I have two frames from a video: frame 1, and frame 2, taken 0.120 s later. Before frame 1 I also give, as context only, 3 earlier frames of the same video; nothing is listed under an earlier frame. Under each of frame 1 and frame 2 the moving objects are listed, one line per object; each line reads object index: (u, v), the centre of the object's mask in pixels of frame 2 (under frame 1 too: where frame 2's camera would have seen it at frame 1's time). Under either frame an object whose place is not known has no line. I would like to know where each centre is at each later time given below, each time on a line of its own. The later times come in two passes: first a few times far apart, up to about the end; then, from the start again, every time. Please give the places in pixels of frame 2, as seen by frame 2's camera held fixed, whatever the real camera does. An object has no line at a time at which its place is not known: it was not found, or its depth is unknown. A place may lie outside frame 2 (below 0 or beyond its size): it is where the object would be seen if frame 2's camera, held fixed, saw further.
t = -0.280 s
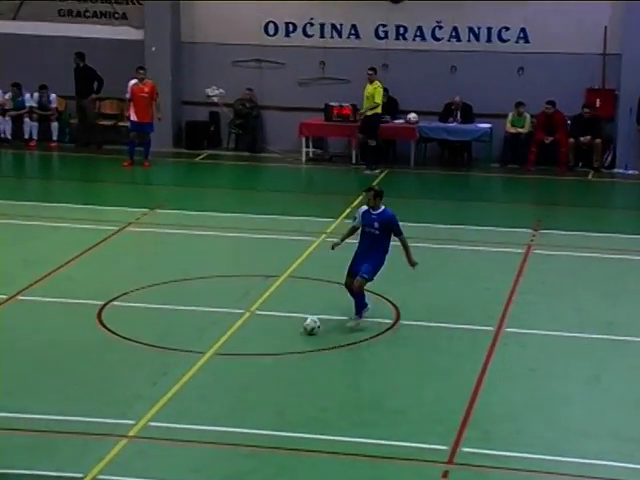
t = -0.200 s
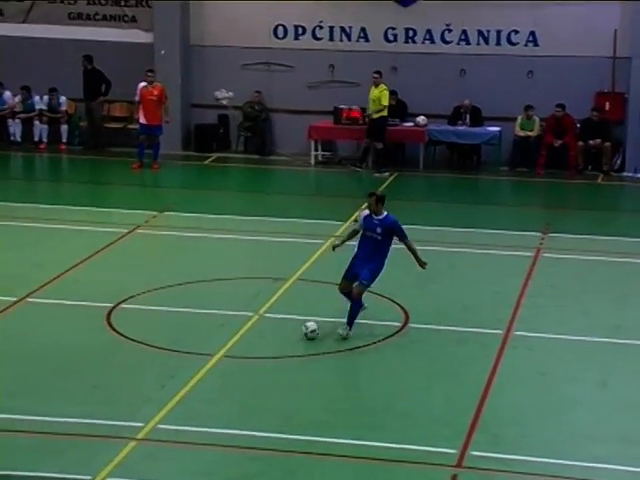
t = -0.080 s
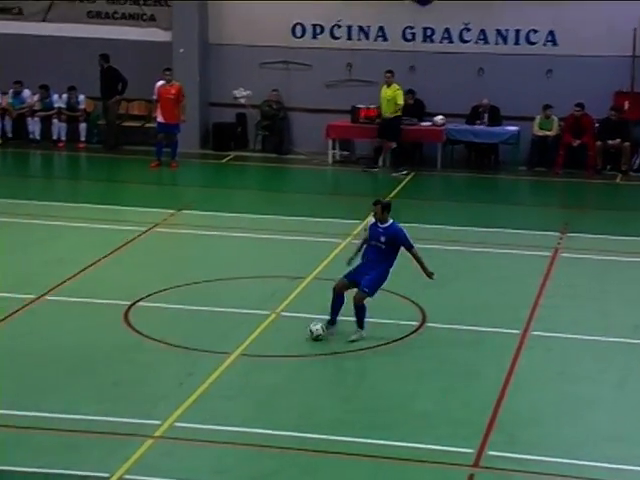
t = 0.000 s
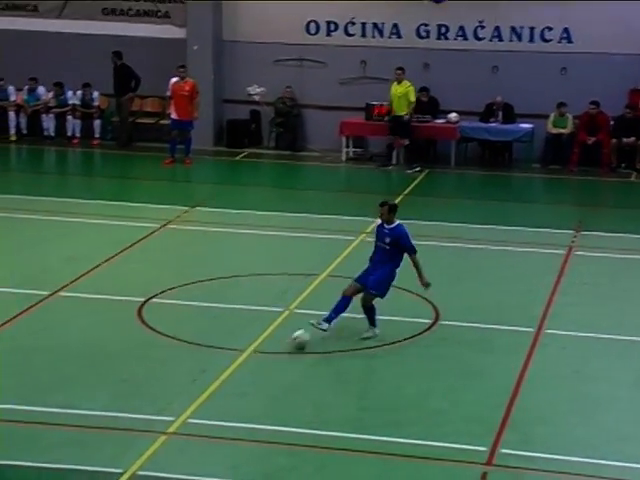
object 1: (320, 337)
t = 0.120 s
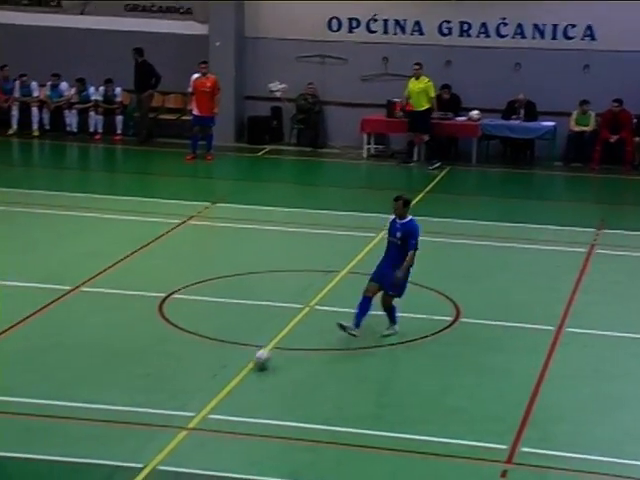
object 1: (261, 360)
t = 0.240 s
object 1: (201, 383)
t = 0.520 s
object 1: (53, 445)
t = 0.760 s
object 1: (-80, 502)
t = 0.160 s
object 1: (240, 368)
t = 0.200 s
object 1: (221, 376)
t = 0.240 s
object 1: (201, 383)
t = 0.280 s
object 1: (181, 391)
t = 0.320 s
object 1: (160, 400)
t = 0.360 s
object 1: (139, 410)
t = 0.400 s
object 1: (118, 419)
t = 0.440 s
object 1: (96, 428)
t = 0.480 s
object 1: (75, 436)
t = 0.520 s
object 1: (53, 445)
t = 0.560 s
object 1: (31, 455)
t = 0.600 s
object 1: (8, 465)
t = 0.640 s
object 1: (-13, 473)
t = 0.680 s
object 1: (-36, 483)
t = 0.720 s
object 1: (-58, 491)
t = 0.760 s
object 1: (-80, 502)
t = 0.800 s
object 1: (-103, 513)
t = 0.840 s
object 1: (-129, 520)
